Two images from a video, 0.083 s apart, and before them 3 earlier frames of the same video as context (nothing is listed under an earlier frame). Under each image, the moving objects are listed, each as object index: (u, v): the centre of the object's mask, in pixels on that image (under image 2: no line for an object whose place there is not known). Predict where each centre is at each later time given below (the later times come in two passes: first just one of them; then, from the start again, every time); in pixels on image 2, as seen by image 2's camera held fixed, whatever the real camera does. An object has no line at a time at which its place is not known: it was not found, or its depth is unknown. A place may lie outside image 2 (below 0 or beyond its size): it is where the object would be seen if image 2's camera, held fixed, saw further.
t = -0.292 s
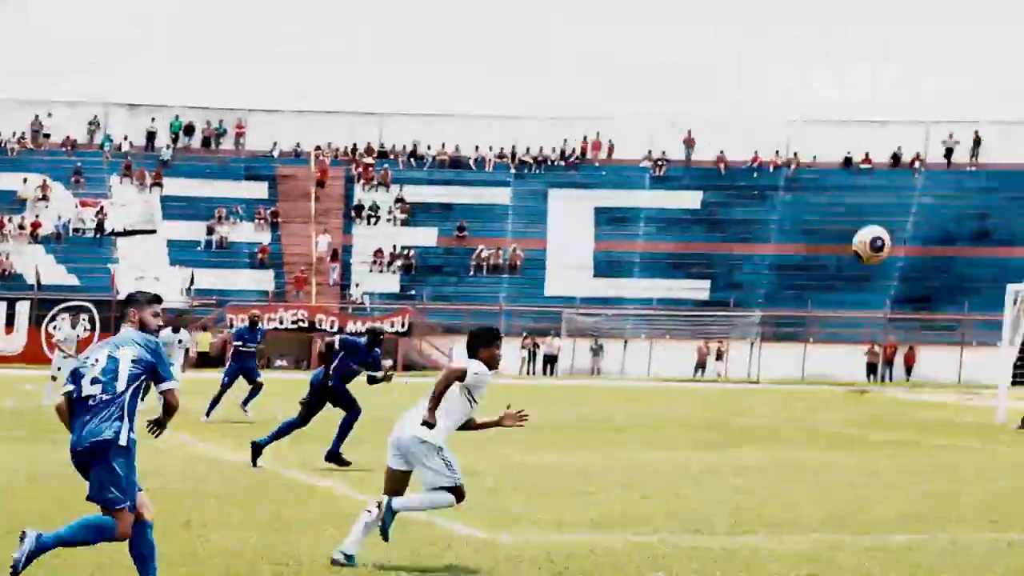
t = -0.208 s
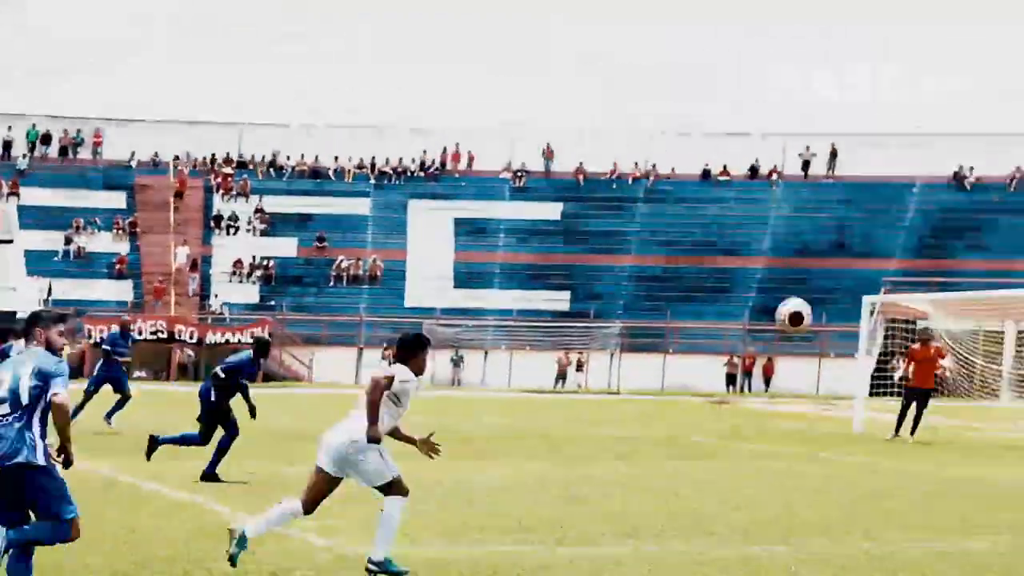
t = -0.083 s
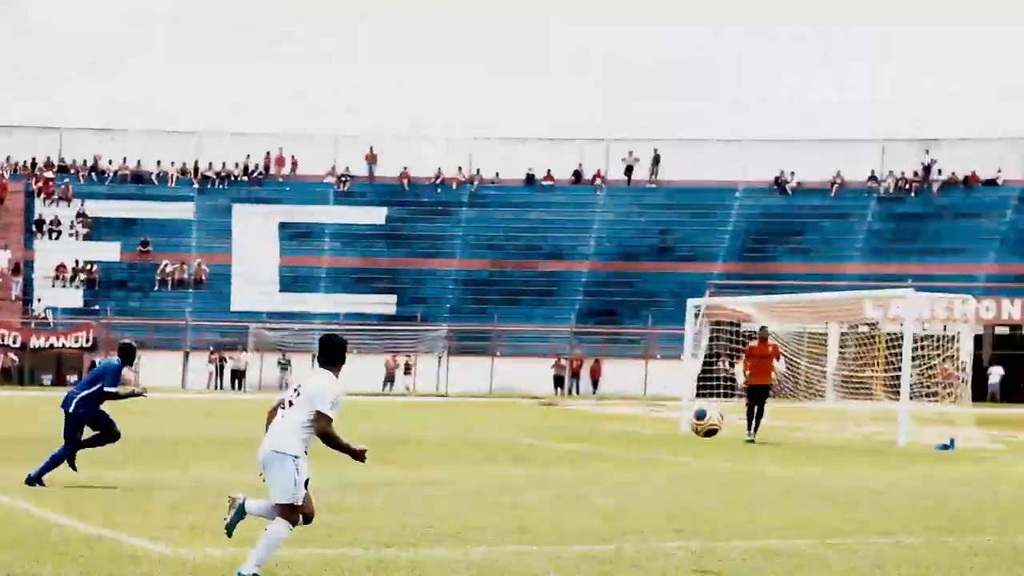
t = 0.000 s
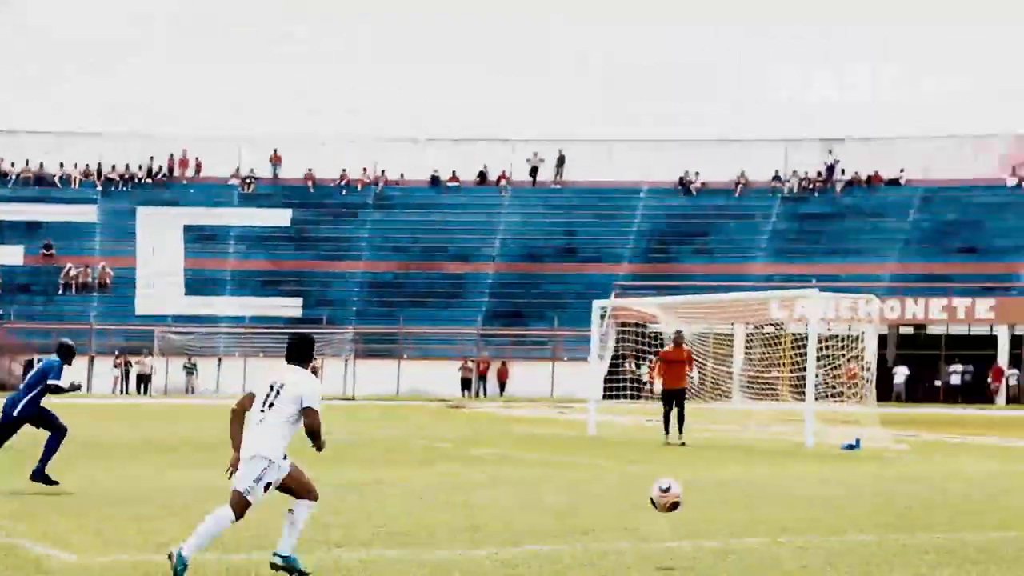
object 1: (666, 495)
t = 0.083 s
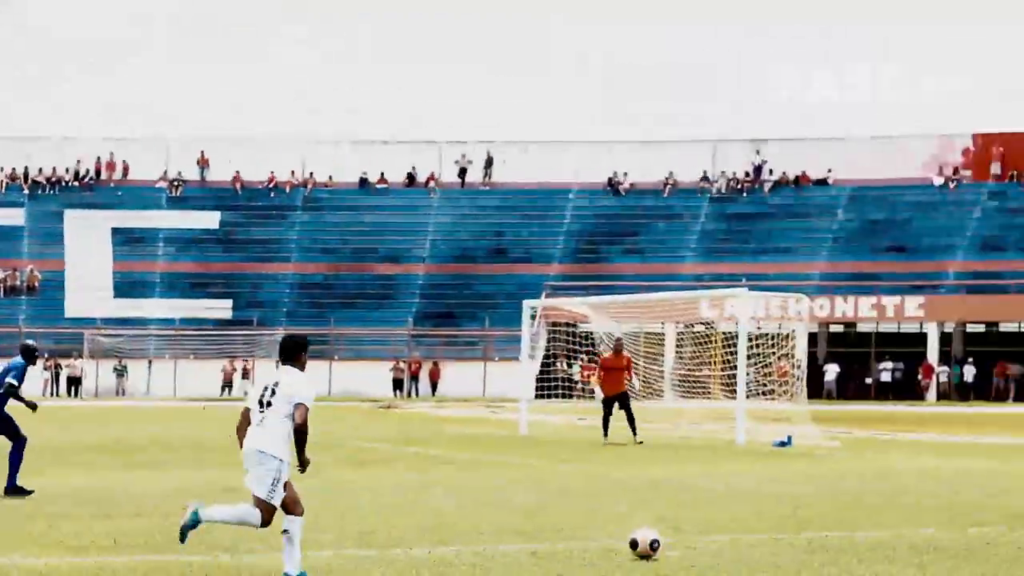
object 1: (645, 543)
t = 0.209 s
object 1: (686, 482)
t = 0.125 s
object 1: (660, 520)
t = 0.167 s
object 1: (674, 499)
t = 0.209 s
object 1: (686, 482)
